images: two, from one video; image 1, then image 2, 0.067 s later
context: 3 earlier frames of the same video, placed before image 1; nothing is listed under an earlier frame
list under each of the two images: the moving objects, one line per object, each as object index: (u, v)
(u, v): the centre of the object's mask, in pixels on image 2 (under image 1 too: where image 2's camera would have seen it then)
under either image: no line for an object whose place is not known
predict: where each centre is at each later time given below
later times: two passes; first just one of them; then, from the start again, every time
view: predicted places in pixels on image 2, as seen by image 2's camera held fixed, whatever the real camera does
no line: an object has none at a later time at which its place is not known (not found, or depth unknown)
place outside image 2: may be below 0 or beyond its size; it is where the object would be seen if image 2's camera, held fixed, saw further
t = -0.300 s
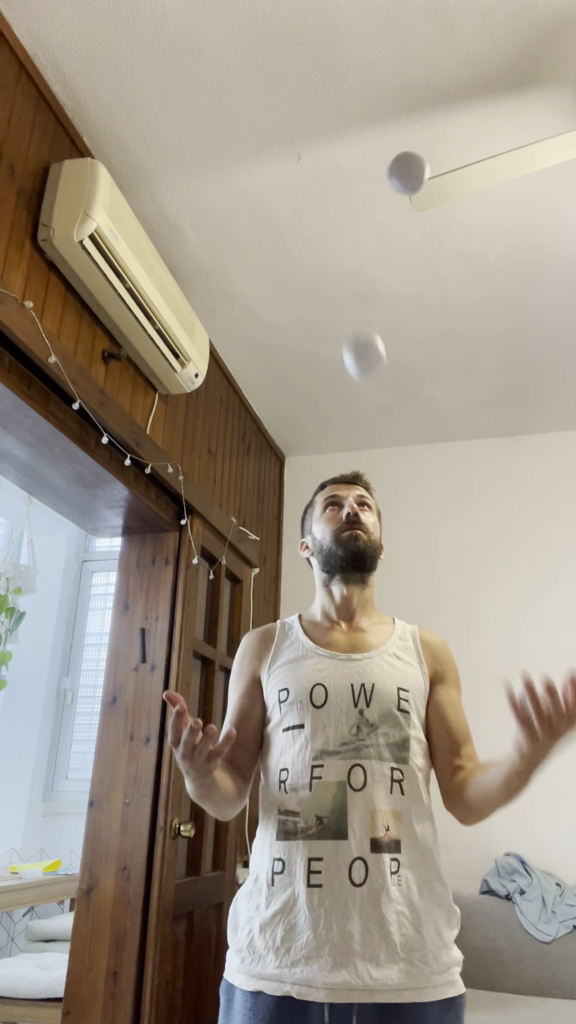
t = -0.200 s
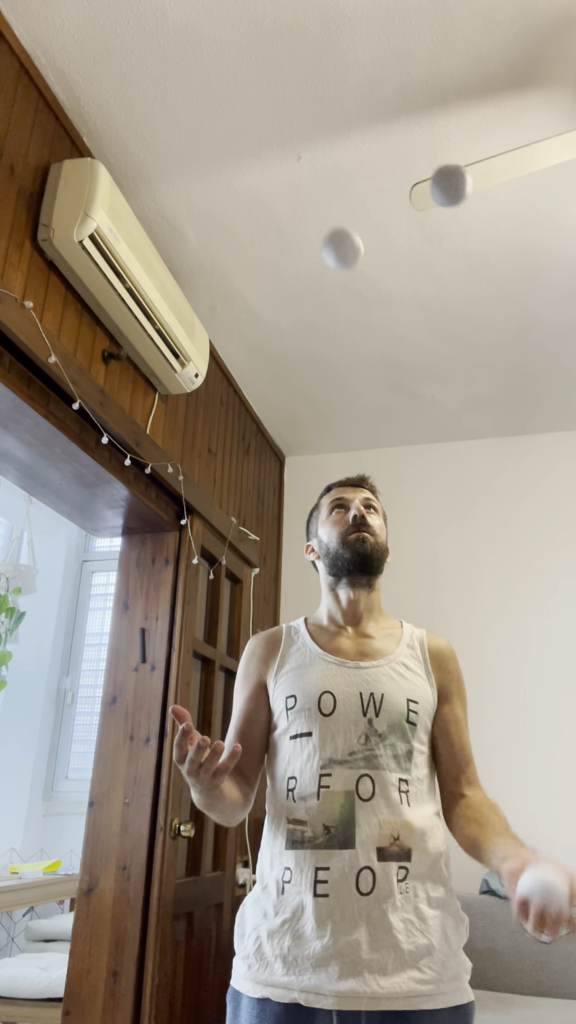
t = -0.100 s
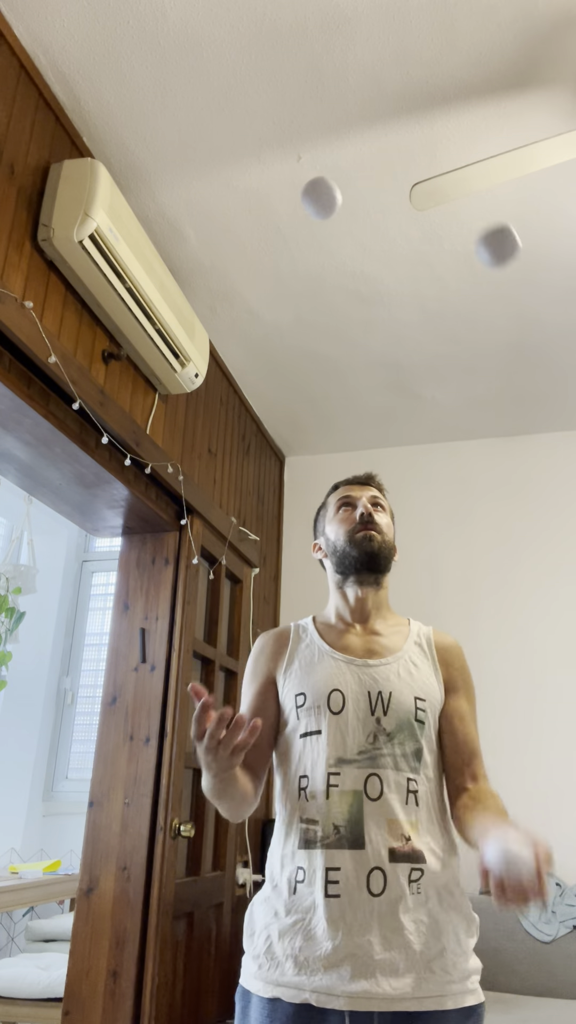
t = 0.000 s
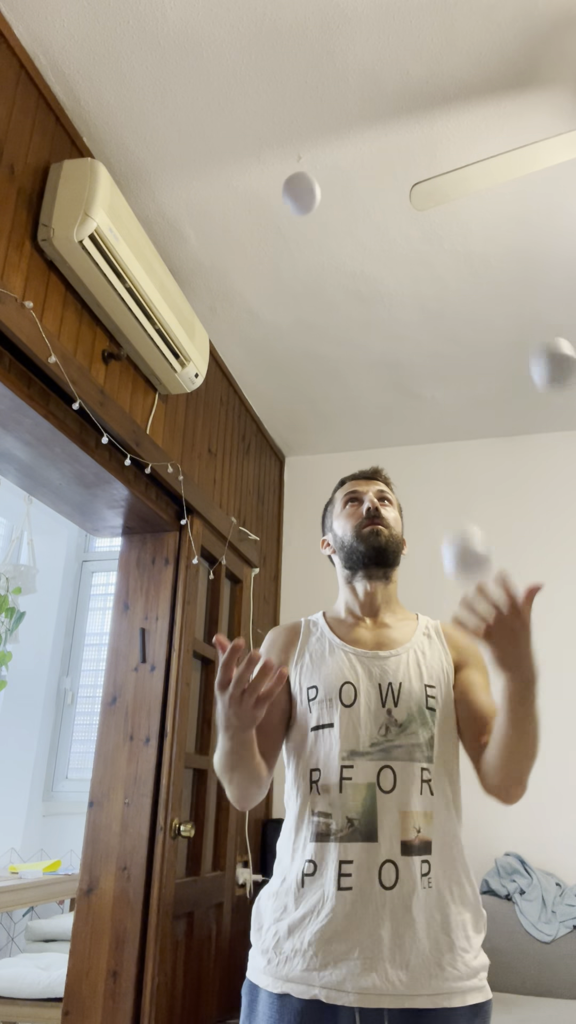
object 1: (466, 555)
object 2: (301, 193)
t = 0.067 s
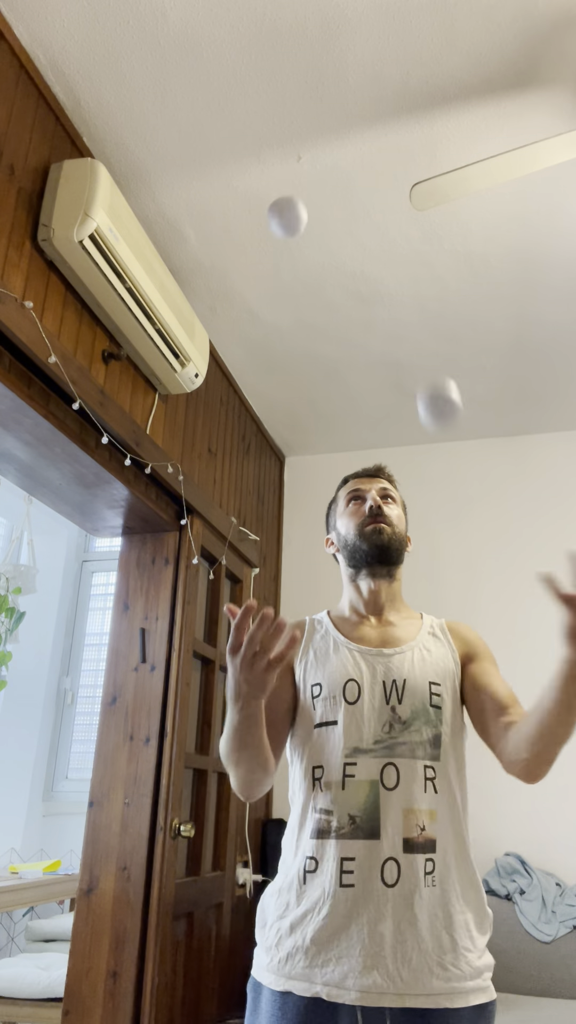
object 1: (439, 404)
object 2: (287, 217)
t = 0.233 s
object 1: (390, 199)
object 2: (245, 378)
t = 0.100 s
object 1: (427, 347)
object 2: (280, 236)
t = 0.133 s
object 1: (418, 298)
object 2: (272, 262)
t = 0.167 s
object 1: (408, 258)
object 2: (264, 293)
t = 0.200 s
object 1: (399, 225)
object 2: (255, 331)
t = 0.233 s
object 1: (390, 199)
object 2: (245, 378)
